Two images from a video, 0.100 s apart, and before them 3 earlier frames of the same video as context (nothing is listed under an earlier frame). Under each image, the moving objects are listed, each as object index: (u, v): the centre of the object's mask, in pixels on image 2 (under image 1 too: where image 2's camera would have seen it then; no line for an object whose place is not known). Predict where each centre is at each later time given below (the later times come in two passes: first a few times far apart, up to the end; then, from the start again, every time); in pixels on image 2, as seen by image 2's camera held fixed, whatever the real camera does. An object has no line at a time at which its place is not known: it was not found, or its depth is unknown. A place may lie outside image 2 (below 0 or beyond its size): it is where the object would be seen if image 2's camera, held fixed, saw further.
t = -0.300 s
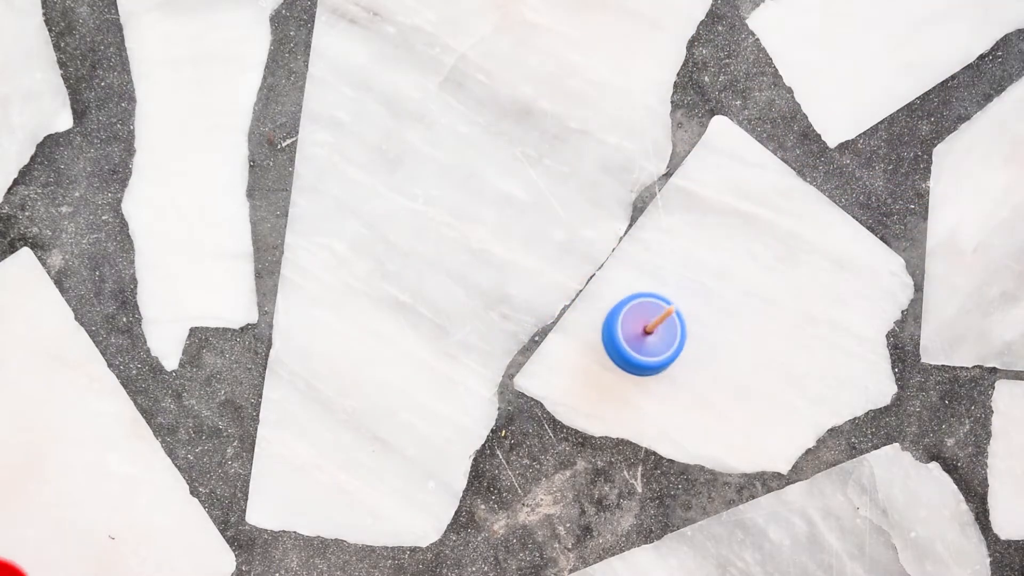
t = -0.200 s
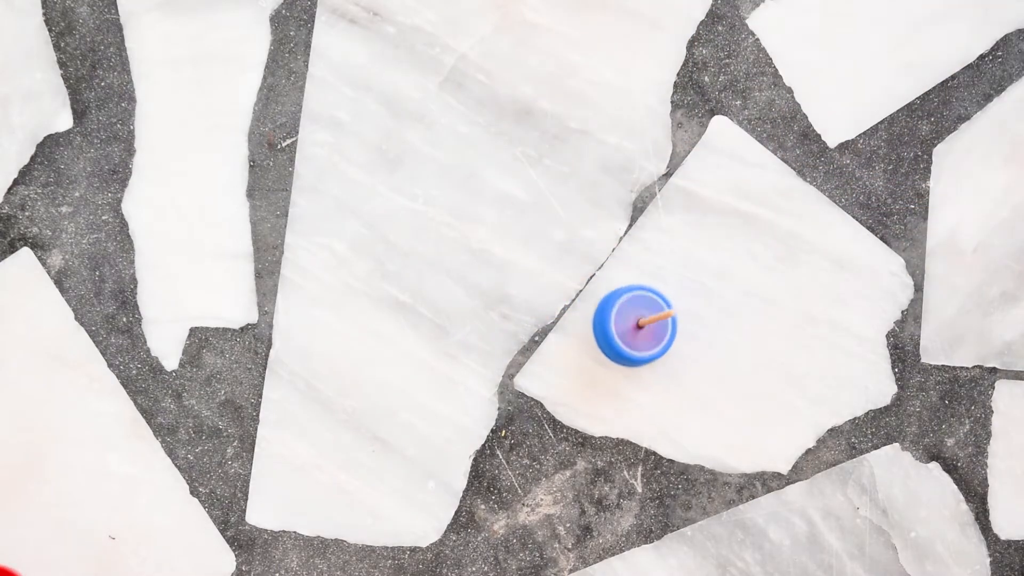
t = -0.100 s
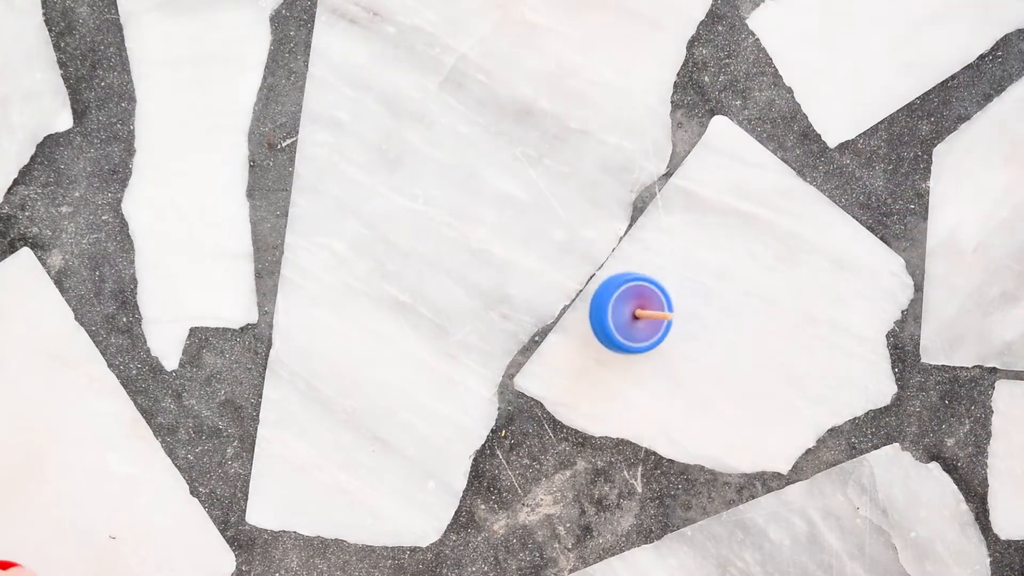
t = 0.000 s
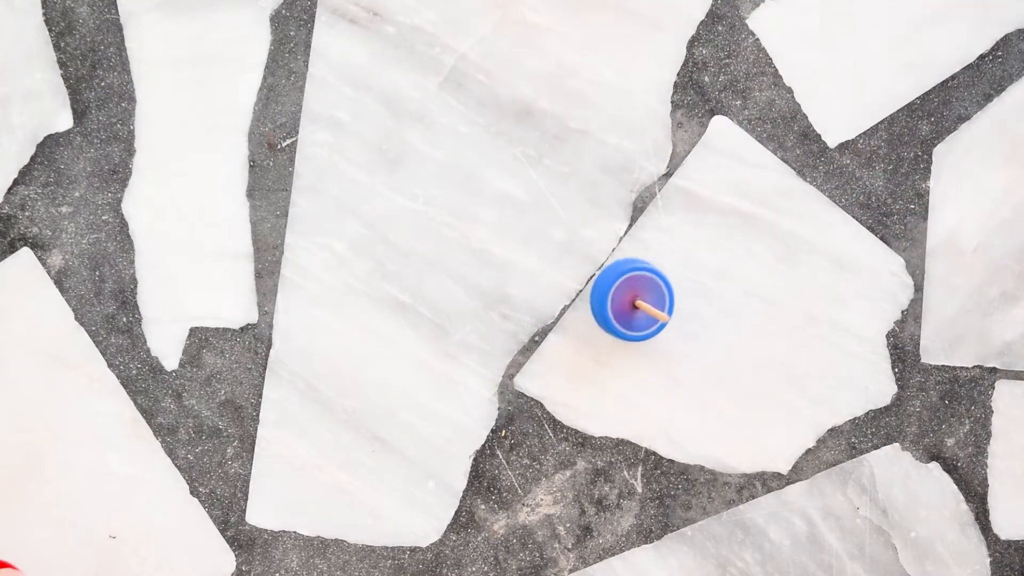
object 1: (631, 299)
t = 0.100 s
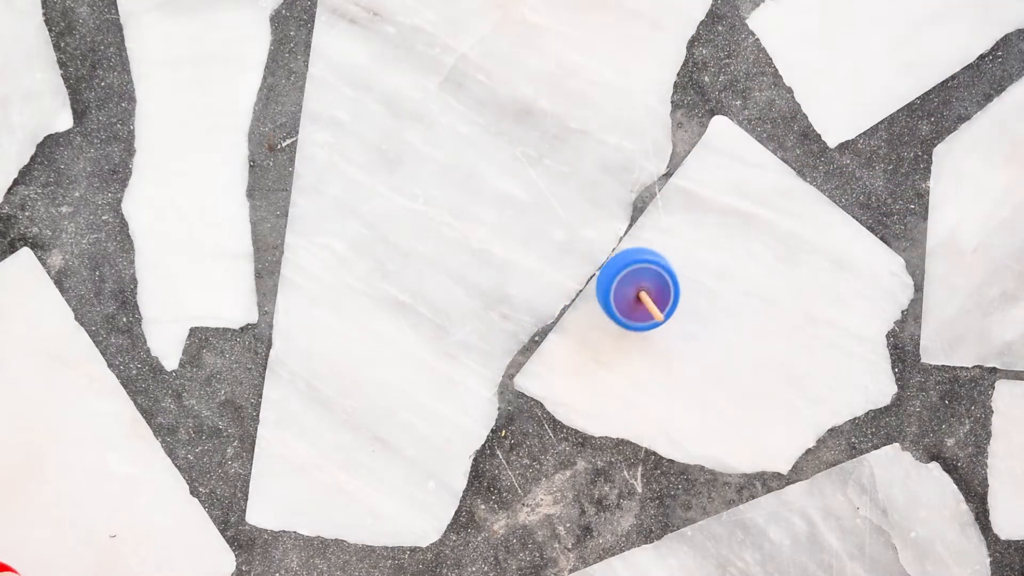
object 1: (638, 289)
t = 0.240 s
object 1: (652, 281)
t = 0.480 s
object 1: (675, 286)
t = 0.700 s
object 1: (676, 303)
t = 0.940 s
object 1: (658, 306)
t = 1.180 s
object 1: (649, 288)
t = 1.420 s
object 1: (662, 271)
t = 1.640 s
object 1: (681, 272)
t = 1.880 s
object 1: (683, 286)
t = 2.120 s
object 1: (669, 286)
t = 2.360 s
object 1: (664, 270)
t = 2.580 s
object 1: (676, 261)
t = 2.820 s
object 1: (688, 267)
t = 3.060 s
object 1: (682, 276)
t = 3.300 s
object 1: (672, 270)
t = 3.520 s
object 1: (676, 258)
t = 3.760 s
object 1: (689, 255)
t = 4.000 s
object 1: (692, 263)
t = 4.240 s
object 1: (685, 261)
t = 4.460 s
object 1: (686, 249)
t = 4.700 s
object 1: (698, 243)
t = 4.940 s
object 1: (703, 250)
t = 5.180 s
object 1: (698, 251)
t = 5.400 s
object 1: (698, 243)
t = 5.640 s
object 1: (706, 240)
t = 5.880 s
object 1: (708, 246)
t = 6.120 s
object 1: (705, 244)
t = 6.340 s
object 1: (706, 239)
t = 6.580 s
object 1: (712, 238)
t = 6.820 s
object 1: (713, 240)
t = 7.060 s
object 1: (712, 236)
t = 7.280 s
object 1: (716, 233)
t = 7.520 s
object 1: (720, 233)
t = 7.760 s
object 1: (720, 232)
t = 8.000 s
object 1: (724, 229)
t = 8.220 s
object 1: (727, 231)
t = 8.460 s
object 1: (725, 231)
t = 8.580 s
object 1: (725, 229)
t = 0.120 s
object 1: (640, 288)
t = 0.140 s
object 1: (642, 286)
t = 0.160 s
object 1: (644, 284)
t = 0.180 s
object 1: (646, 283)
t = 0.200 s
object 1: (648, 282)
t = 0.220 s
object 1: (650, 281)
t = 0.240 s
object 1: (652, 281)
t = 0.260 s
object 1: (655, 281)
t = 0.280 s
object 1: (657, 280)
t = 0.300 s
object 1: (659, 280)
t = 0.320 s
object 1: (661, 280)
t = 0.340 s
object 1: (664, 280)
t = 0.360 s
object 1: (665, 280)
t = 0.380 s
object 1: (667, 281)
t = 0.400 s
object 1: (669, 281)
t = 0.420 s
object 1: (671, 282)
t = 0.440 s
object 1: (672, 283)
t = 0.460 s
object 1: (674, 284)
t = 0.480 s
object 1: (675, 286)
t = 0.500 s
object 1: (676, 287)
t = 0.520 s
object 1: (677, 288)
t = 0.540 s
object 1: (678, 290)
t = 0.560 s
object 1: (678, 291)
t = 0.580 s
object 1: (678, 293)
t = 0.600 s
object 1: (679, 295)
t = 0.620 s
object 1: (679, 296)
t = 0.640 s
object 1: (678, 298)
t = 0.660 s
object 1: (678, 300)
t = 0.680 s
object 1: (677, 302)
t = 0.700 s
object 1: (676, 303)
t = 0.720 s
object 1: (675, 304)
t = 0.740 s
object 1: (674, 306)
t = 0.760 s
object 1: (673, 306)
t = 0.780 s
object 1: (671, 307)
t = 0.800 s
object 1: (670, 308)
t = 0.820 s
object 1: (668, 308)
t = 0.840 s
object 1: (666, 308)
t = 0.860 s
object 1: (664, 308)
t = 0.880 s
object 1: (663, 308)
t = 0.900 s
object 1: (661, 307)
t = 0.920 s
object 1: (659, 307)
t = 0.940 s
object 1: (658, 306)
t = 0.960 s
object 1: (656, 305)
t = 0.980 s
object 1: (655, 304)
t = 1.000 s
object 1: (654, 303)
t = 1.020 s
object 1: (653, 301)
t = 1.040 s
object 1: (651, 300)
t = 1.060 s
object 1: (651, 298)
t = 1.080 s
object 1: (650, 296)
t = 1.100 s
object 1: (649, 295)
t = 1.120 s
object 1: (649, 293)
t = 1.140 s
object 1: (649, 291)
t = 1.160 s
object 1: (648, 289)
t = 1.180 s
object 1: (649, 288)
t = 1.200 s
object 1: (649, 285)
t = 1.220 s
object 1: (649, 283)
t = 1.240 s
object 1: (650, 282)
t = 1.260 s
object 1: (651, 280)
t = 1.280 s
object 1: (652, 278)
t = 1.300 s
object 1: (653, 277)
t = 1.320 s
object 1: (655, 275)
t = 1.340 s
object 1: (656, 274)
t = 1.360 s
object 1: (657, 273)
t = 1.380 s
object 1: (659, 272)
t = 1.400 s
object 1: (661, 271)
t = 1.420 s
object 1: (662, 271)
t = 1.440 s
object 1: (665, 270)
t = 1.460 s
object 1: (666, 269)
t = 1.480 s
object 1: (668, 269)
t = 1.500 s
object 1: (670, 269)
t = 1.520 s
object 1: (672, 269)
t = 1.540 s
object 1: (673, 270)
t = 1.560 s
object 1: (676, 270)
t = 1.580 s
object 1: (677, 270)
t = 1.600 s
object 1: (678, 271)
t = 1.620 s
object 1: (680, 272)
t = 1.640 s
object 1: (681, 272)
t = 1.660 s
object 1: (682, 273)
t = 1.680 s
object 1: (684, 274)
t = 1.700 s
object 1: (684, 275)
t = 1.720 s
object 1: (685, 276)
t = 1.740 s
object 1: (686, 277)
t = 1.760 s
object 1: (686, 279)
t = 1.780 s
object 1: (686, 280)
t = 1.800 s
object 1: (686, 281)
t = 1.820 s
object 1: (686, 283)
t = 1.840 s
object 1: (685, 284)
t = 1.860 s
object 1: (685, 285)
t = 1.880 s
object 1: (683, 286)
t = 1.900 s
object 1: (683, 287)
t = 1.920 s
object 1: (681, 287)
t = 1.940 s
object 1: (680, 288)
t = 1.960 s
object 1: (679, 288)
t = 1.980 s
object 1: (678, 288)
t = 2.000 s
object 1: (677, 289)
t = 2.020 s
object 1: (676, 288)
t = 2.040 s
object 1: (674, 288)
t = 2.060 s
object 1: (673, 288)
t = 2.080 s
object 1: (671, 287)
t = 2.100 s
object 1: (670, 286)
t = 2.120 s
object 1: (669, 286)
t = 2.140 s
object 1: (668, 284)
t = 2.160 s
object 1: (666, 284)
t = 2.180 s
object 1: (666, 283)
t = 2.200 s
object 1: (665, 281)
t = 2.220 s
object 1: (664, 280)
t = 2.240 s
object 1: (664, 279)
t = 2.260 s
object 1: (663, 277)
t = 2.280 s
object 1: (664, 276)
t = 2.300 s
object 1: (664, 274)
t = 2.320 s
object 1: (663, 273)
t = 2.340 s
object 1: (664, 272)
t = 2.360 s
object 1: (664, 270)
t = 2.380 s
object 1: (664, 269)
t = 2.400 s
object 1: (666, 268)
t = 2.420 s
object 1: (666, 266)
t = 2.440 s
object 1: (667, 266)
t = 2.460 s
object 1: (669, 264)
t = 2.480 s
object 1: (669, 263)
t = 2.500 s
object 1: (671, 263)
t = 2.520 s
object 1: (672, 262)
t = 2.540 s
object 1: (673, 262)
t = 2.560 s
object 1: (675, 261)
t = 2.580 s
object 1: (676, 261)
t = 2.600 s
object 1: (677, 261)
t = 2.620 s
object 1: (679, 261)
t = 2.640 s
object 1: (680, 261)
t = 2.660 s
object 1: (681, 261)
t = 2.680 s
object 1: (682, 261)
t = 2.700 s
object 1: (683, 262)
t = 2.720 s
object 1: (685, 263)
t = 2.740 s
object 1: (685, 263)
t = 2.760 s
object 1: (686, 264)
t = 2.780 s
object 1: (687, 265)
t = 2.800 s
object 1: (687, 266)
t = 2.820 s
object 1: (688, 267)
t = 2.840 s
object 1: (688, 268)
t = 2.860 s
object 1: (688, 269)
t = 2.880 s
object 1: (688, 270)
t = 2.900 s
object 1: (687, 271)
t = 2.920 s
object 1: (687, 272)
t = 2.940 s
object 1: (687, 273)
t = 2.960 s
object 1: (686, 274)
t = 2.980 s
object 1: (686, 274)
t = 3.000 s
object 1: (684, 275)
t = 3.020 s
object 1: (684, 276)
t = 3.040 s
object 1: (683, 276)
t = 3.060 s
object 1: (682, 276)
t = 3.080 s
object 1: (681, 276)
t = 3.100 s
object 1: (680, 276)
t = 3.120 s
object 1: (679, 277)
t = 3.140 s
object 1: (678, 276)
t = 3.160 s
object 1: (677, 276)
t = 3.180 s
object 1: (676, 275)
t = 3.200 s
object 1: (675, 275)
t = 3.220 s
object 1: (675, 275)
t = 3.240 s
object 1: (674, 273)
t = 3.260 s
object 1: (673, 273)
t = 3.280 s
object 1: (673, 272)
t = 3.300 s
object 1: (672, 270)
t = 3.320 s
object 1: (673, 270)
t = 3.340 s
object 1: (672, 268)
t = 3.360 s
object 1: (672, 267)
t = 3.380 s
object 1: (673, 266)
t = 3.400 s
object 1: (672, 264)
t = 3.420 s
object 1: (673, 263)
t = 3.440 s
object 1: (673, 262)
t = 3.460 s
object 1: (674, 261)
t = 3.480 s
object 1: (675, 260)
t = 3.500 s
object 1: (675, 259)
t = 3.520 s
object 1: (676, 258)
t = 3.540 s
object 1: (677, 256)
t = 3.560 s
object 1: (678, 256)
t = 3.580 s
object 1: (679, 255)
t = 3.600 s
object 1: (680, 255)
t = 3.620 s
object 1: (682, 255)
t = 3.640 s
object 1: (682, 254)
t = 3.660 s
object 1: (684, 254)
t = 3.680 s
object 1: (685, 254)
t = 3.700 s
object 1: (686, 254)
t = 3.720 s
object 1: (687, 254)
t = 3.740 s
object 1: (688, 254)
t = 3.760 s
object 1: (689, 255)
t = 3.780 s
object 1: (690, 255)
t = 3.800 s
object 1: (690, 256)
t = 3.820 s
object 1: (691, 256)
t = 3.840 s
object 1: (691, 257)
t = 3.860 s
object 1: (692, 258)
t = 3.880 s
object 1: (692, 258)
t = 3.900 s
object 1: (692, 260)
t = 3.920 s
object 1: (693, 260)
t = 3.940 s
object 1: (692, 261)
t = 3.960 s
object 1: (693, 262)
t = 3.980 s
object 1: (692, 262)
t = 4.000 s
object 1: (692, 263)
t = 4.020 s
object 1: (691, 263)
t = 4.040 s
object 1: (691, 264)
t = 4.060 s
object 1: (690, 263)
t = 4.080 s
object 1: (689, 264)
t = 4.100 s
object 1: (689, 264)
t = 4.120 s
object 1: (688, 264)
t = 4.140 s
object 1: (688, 264)
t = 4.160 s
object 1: (687, 263)
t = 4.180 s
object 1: (686, 263)
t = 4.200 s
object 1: (686, 262)
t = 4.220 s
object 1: (685, 261)
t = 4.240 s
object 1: (685, 261)
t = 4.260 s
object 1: (684, 260)
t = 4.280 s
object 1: (684, 259)
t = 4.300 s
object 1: (683, 258)
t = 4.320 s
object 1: (683, 257)
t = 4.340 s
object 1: (683, 255)
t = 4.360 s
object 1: (683, 255)
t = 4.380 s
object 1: (684, 253)
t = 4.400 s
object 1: (684, 252)
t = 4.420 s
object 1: (685, 251)
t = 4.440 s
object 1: (685, 250)
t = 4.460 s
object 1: (686, 249)
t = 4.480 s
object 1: (686, 247)
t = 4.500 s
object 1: (687, 247)
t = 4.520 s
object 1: (688, 246)
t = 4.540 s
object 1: (689, 245)
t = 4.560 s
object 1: (690, 245)
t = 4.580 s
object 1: (691, 244)
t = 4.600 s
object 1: (692, 244)
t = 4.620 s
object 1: (693, 243)
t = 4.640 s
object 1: (694, 244)
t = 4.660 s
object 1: (695, 243)
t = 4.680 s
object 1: (696, 244)
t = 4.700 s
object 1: (698, 243)
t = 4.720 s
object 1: (698, 244)
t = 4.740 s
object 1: (700, 244)
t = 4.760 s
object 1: (700, 244)
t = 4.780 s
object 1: (701, 245)
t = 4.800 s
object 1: (701, 245)
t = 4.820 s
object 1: (702, 246)
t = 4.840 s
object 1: (702, 246)
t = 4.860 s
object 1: (703, 247)
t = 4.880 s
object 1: (703, 247)
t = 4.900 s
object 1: (703, 248)
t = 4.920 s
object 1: (703, 249)
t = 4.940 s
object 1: (703, 250)
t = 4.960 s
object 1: (703, 250)
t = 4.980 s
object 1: (702, 251)
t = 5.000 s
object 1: (702, 251)
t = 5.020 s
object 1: (701, 251)
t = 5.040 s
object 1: (701, 252)
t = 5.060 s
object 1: (700, 251)
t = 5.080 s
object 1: (700, 252)
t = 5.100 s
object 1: (699, 251)
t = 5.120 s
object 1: (699, 252)
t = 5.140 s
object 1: (699, 251)
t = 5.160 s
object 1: (698, 251)
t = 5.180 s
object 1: (698, 251)
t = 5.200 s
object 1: (697, 250)
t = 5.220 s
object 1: (698, 250)
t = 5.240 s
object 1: (697, 249)
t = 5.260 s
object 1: (697, 249)
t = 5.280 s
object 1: (697, 247)
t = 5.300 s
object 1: (697, 247)
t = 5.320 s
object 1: (697, 246)
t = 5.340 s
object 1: (697, 246)
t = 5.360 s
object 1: (697, 244)
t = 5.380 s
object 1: (697, 244)
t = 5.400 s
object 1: (698, 243)
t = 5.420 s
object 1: (698, 243)
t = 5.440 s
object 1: (699, 242)
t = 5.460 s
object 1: (699, 242)
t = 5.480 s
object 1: (700, 241)
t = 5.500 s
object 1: (701, 241)
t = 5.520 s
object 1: (702, 240)
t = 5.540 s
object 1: (702, 240)
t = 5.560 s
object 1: (704, 240)
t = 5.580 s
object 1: (704, 240)
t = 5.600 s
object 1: (705, 240)
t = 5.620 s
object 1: (705, 240)
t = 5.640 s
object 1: (706, 240)
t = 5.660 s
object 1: (707, 240)
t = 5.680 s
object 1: (708, 241)
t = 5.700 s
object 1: (708, 241)
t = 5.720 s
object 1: (708, 242)
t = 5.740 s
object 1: (709, 242)
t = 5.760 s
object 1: (709, 243)
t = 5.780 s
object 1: (709, 243)
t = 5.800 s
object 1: (709, 244)
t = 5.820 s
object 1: (709, 244)
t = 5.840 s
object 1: (709, 245)
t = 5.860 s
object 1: (709, 245)
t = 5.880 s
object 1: (708, 246)
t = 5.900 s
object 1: (708, 245)
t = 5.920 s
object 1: (708, 246)
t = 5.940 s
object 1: (708, 246)
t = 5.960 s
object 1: (707, 246)
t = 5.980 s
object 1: (707, 246)
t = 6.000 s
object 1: (706, 246)
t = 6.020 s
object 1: (706, 246)
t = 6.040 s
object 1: (706, 246)
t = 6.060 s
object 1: (706, 246)
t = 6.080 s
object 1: (705, 245)
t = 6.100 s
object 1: (705, 245)
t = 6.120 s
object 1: (705, 244)
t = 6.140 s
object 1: (705, 244)
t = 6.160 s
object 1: (704, 243)
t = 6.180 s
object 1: (705, 243)
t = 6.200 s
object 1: (704, 242)
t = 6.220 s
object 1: (705, 242)
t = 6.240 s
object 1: (704, 241)
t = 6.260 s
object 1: (705, 241)
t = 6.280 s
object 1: (705, 240)
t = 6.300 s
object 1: (706, 240)
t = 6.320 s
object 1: (706, 238)
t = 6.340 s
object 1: (706, 239)
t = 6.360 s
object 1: (707, 238)
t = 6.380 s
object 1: (707, 238)
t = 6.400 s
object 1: (708, 237)
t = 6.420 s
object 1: (708, 237)
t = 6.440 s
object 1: (709, 237)
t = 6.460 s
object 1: (710, 237)
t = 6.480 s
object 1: (710, 237)
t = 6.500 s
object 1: (710, 237)
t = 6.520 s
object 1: (711, 237)
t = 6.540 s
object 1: (712, 238)
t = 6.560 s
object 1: (712, 237)
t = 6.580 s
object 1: (712, 238)
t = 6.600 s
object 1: (712, 238)
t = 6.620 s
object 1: (713, 239)
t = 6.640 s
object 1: (712, 238)
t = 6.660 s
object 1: (713, 239)
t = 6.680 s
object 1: (713, 239)
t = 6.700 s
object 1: (713, 240)
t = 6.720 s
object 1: (713, 239)
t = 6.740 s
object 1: (713, 240)
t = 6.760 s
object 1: (712, 240)
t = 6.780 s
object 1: (713, 240)
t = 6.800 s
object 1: (712, 239)
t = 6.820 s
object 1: (713, 240)
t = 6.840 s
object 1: (712, 239)
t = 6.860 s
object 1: (712, 240)
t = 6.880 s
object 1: (712, 239)
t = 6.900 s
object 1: (712, 239)
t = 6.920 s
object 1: (711, 238)
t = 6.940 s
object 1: (712, 238)
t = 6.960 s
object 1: (711, 238)
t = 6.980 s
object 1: (712, 238)
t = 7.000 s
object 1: (711, 237)
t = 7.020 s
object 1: (712, 237)
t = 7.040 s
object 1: (711, 236)
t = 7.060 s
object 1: (712, 236)
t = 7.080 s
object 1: (712, 235)
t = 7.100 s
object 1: (713, 235)
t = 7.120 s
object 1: (713, 234)
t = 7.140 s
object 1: (713, 234)
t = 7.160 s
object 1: (713, 234)
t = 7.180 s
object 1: (714, 233)
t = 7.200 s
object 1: (714, 233)
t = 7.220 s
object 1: (715, 232)
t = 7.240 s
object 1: (715, 233)
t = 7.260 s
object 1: (716, 232)
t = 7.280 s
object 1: (716, 233)
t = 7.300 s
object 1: (717, 232)
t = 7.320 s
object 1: (717, 232)
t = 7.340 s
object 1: (717, 232)
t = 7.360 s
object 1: (718, 233)
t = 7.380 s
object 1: (718, 232)
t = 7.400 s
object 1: (719, 233)
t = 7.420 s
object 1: (718, 232)
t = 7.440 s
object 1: (719, 233)
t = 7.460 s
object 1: (719, 233)
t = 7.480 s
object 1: (719, 233)
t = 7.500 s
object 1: (719, 233)
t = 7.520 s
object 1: (720, 233)
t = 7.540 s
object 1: (719, 233)
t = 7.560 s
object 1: (720, 233)
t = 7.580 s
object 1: (719, 233)
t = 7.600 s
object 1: (720, 233)
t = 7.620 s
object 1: (720, 233)
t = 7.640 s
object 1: (720, 233)
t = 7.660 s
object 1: (720, 233)
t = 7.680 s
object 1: (720, 232)
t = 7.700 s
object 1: (720, 233)
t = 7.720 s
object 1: (720, 232)
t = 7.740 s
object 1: (721, 233)
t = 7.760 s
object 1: (720, 232)
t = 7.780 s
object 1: (721, 232)
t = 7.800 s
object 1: (720, 231)
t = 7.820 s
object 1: (721, 231)
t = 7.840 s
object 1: (721, 231)
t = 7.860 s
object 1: (721, 231)
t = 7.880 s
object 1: (721, 231)
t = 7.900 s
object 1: (721, 230)
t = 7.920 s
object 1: (721, 230)
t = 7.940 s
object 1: (722, 229)
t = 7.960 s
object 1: (723, 229)
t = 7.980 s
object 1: (723, 229)
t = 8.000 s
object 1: (724, 229)
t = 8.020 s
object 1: (724, 229)
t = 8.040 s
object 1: (725, 229)
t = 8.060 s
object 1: (725, 229)
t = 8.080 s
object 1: (726, 229)
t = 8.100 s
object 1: (726, 230)
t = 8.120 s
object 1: (726, 230)
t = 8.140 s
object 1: (726, 231)
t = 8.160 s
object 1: (726, 230)
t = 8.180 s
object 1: (726, 231)
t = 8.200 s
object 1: (726, 230)
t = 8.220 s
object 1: (727, 231)
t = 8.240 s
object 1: (726, 231)
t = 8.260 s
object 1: (727, 231)
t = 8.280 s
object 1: (726, 231)
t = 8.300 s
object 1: (726, 231)
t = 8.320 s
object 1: (725, 232)
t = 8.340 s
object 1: (726, 231)
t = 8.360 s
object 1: (725, 232)
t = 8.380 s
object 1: (726, 231)
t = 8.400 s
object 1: (725, 232)
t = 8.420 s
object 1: (725, 231)
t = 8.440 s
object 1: (725, 231)
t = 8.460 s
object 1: (725, 231)
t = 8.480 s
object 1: (725, 231)
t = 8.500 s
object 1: (724, 230)
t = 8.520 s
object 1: (725, 230)
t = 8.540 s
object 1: (725, 230)
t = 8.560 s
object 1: (725, 229)
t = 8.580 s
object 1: (725, 229)
